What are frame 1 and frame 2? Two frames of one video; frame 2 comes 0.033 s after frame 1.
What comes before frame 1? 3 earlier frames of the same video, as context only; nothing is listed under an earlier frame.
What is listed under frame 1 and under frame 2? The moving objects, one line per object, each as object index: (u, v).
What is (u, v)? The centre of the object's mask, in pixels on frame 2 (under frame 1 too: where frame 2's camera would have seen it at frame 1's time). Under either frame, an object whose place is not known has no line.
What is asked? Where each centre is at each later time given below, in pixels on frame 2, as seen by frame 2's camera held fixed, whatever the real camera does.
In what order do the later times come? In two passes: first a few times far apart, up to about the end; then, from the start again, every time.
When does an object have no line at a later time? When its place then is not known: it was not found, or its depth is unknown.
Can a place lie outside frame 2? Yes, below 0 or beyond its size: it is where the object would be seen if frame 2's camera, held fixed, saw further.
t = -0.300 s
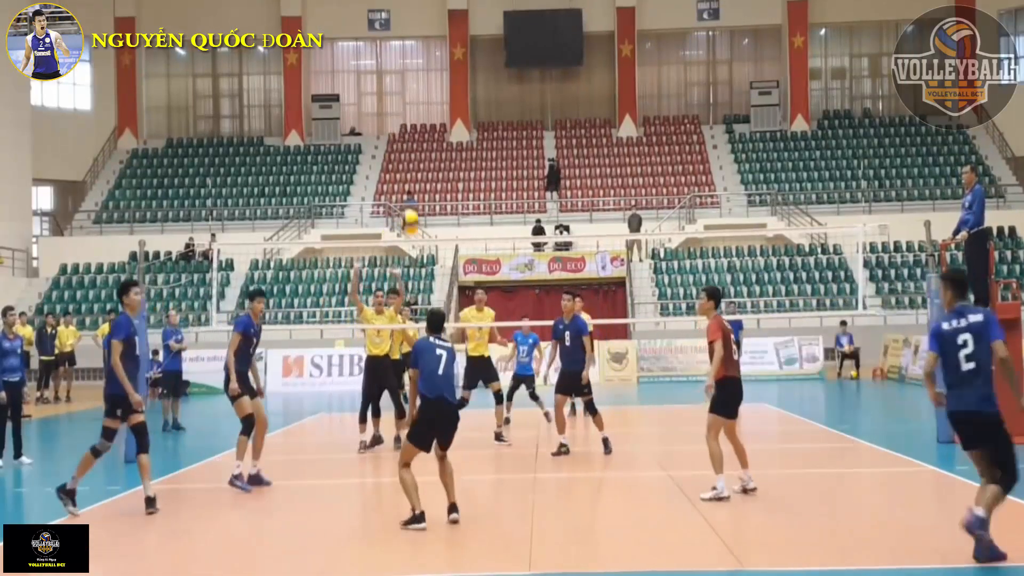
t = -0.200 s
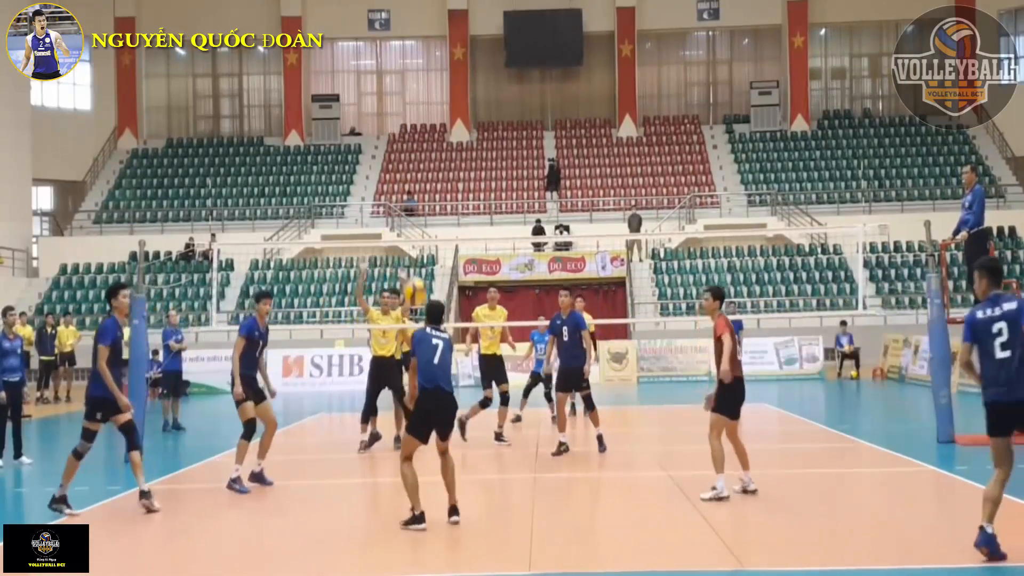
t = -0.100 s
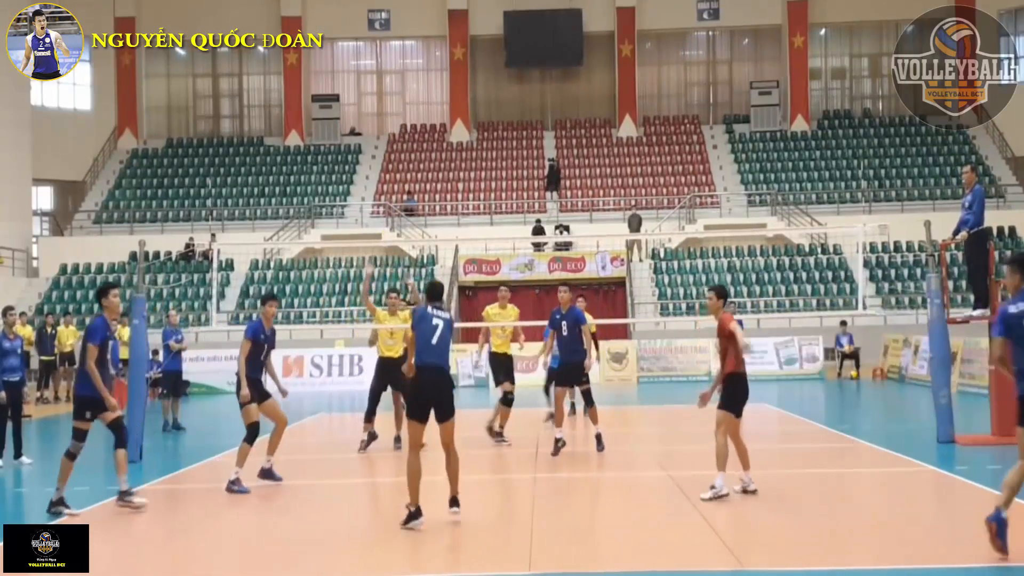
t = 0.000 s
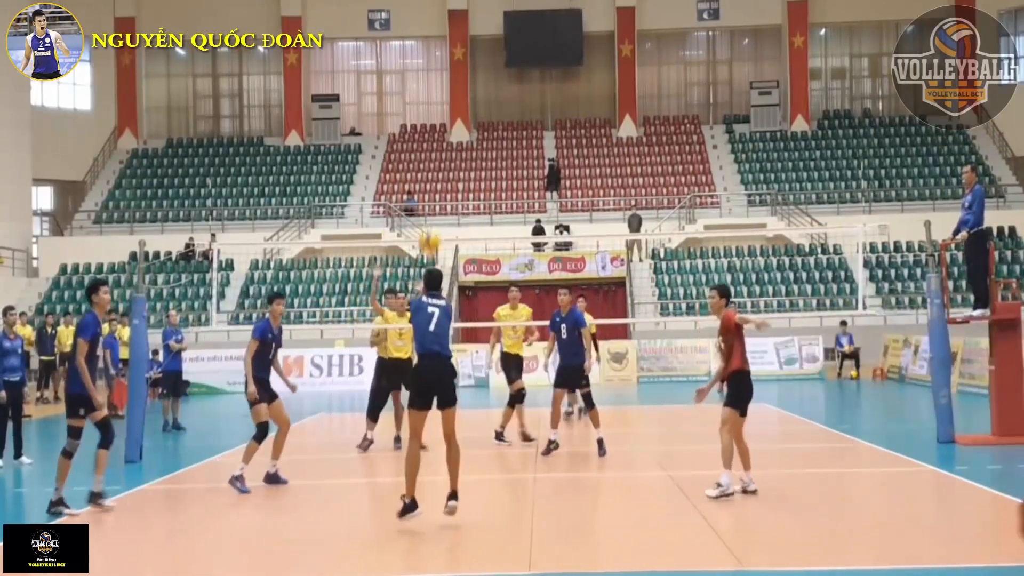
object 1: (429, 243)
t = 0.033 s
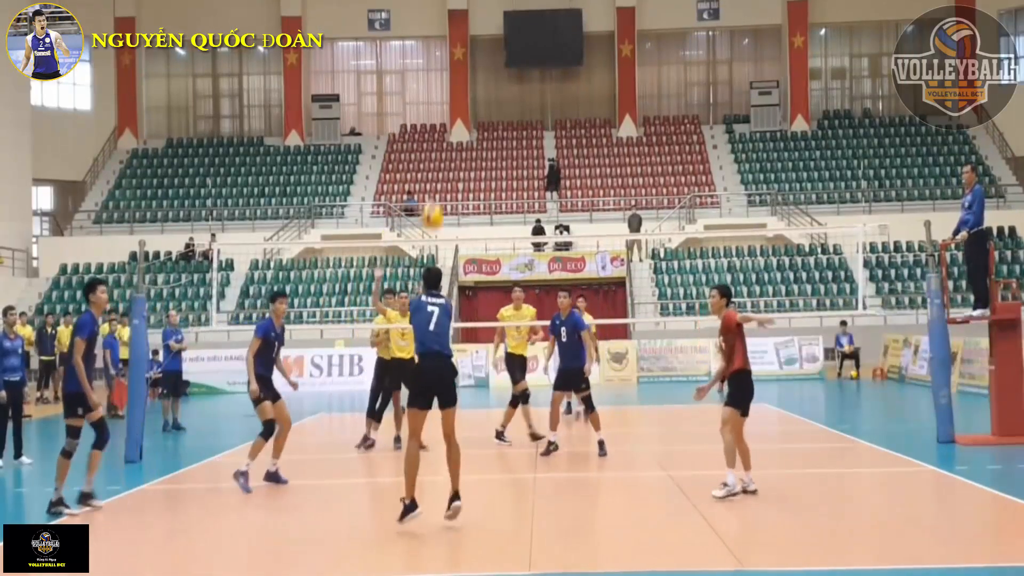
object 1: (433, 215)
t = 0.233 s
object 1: (446, 114)
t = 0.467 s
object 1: (463, 64)
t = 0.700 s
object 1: (479, 74)
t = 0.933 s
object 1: (496, 133)
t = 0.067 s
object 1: (435, 193)
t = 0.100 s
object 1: (437, 175)
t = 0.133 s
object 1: (439, 156)
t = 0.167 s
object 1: (441, 140)
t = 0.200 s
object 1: (443, 127)
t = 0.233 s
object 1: (446, 114)
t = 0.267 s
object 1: (449, 103)
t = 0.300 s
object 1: (451, 93)
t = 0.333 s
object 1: (453, 84)
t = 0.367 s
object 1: (455, 77)
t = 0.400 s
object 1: (458, 71)
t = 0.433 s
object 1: (461, 66)
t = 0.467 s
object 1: (463, 64)
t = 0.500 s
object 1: (465, 62)
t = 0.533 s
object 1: (468, 62)
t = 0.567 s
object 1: (469, 63)
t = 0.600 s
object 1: (472, 64)
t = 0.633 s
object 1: (475, 67)
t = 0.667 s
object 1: (477, 70)
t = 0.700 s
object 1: (479, 74)
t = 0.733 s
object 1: (481, 79)
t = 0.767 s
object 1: (484, 86)
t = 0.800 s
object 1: (486, 93)
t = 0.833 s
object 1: (489, 102)
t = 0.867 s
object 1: (491, 112)
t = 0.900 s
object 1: (494, 122)
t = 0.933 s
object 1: (496, 133)
